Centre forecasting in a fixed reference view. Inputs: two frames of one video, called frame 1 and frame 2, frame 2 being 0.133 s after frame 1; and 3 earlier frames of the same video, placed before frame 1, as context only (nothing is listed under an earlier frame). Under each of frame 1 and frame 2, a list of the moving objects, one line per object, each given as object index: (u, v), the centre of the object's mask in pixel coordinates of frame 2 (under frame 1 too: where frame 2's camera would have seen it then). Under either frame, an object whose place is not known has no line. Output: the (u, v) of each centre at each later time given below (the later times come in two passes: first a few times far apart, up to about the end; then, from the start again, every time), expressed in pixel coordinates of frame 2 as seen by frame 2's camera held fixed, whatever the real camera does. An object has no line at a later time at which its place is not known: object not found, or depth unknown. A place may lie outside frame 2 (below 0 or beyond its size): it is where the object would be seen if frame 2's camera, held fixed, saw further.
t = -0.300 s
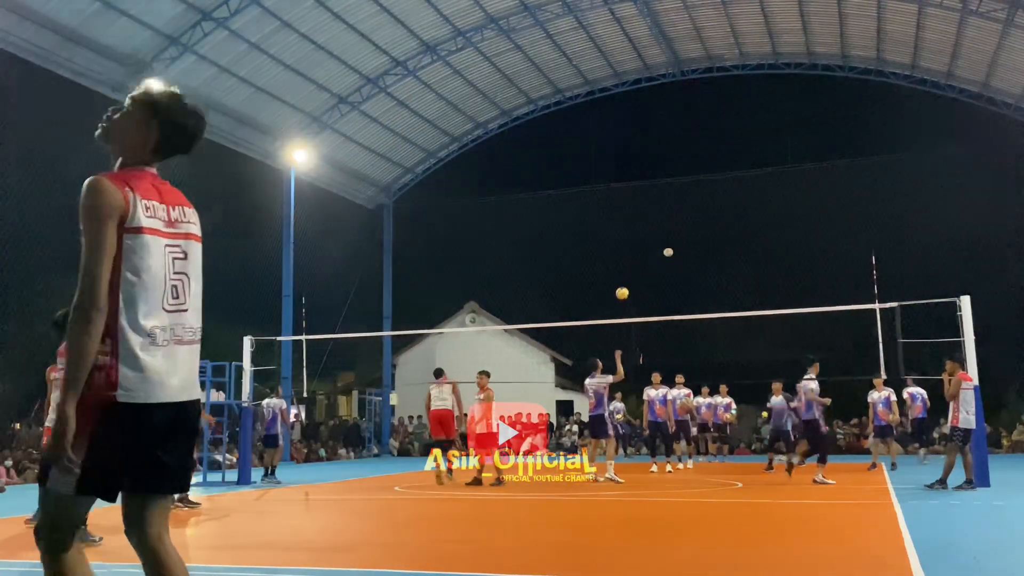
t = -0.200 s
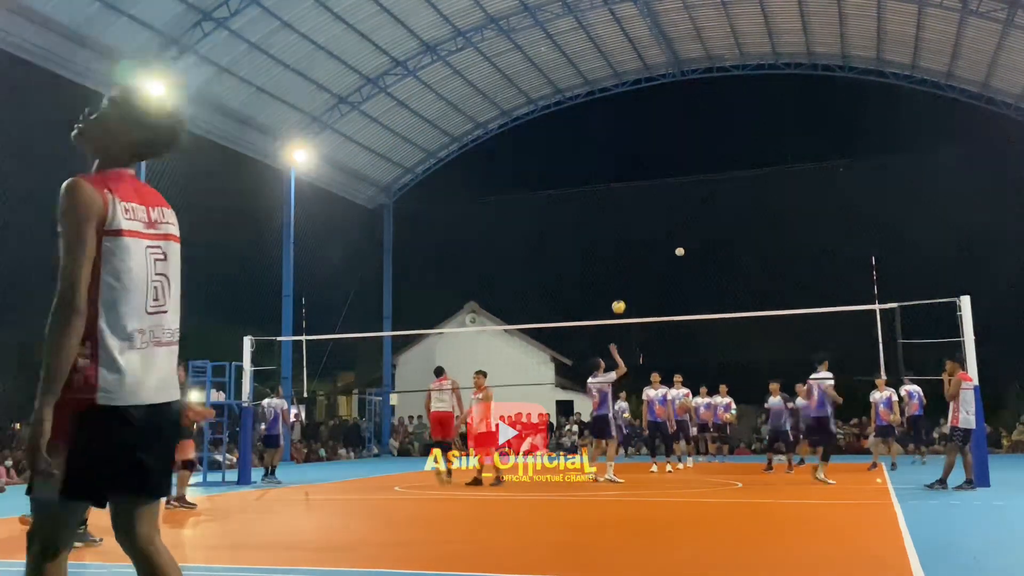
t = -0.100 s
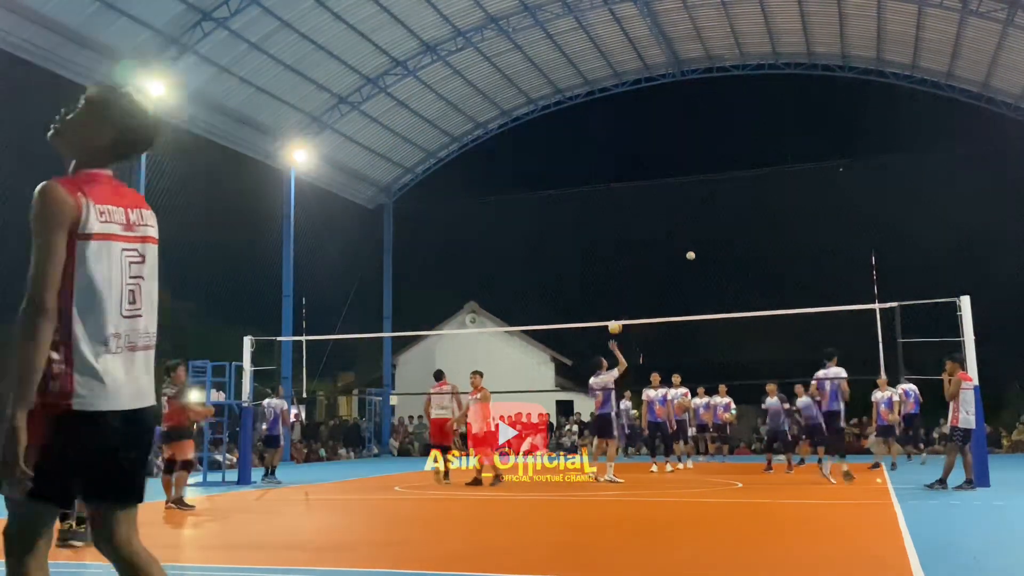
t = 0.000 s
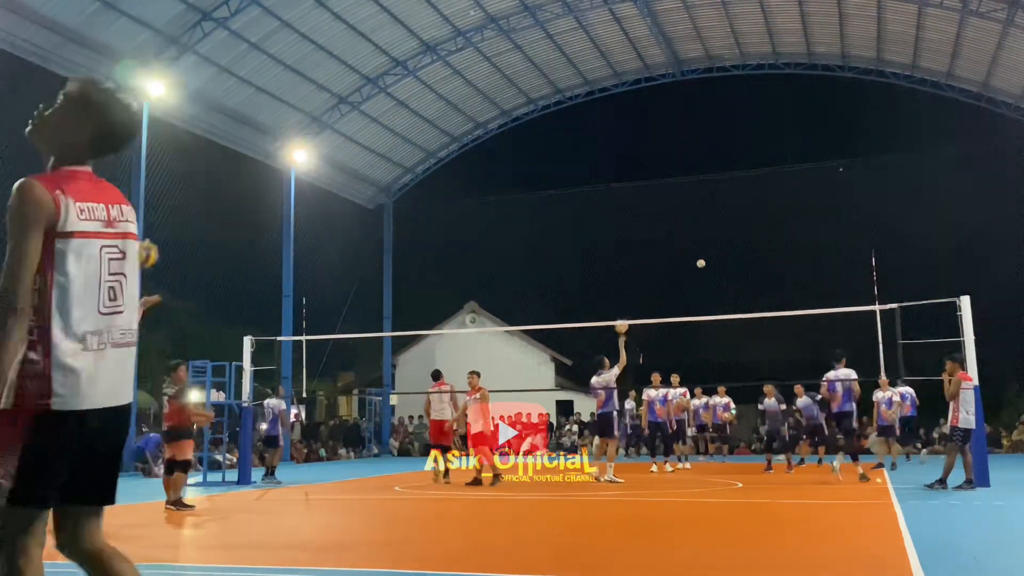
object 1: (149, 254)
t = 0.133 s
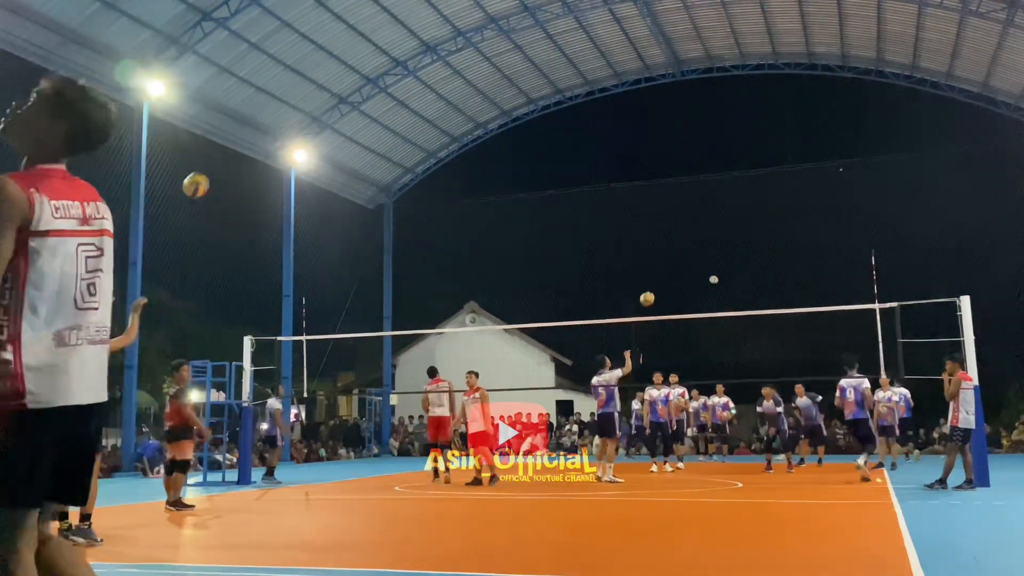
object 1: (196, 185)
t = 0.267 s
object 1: (235, 145)
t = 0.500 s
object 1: (289, 121)
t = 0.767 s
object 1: (338, 149)
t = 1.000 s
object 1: (372, 210)
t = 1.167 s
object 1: (392, 272)
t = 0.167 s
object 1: (207, 172)
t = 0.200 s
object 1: (216, 163)
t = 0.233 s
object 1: (226, 153)
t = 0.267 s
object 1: (235, 145)
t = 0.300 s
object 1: (244, 137)
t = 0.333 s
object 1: (252, 132)
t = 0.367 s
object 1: (260, 127)
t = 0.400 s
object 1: (267, 125)
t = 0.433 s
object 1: (275, 122)
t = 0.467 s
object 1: (283, 121)
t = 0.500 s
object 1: (289, 121)
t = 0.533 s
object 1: (296, 121)
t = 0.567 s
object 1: (303, 122)
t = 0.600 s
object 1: (309, 125)
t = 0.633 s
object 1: (315, 128)
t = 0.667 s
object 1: (321, 132)
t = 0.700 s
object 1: (327, 137)
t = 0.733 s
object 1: (332, 143)
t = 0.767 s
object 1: (338, 149)
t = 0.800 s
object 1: (343, 156)
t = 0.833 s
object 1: (348, 163)
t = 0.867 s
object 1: (353, 172)
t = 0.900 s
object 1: (358, 180)
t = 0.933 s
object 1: (363, 190)
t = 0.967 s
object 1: (368, 201)
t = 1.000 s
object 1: (372, 210)
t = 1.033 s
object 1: (376, 222)
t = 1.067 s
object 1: (380, 234)
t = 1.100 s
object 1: (384, 245)
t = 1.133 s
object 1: (388, 259)
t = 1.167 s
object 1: (392, 272)
